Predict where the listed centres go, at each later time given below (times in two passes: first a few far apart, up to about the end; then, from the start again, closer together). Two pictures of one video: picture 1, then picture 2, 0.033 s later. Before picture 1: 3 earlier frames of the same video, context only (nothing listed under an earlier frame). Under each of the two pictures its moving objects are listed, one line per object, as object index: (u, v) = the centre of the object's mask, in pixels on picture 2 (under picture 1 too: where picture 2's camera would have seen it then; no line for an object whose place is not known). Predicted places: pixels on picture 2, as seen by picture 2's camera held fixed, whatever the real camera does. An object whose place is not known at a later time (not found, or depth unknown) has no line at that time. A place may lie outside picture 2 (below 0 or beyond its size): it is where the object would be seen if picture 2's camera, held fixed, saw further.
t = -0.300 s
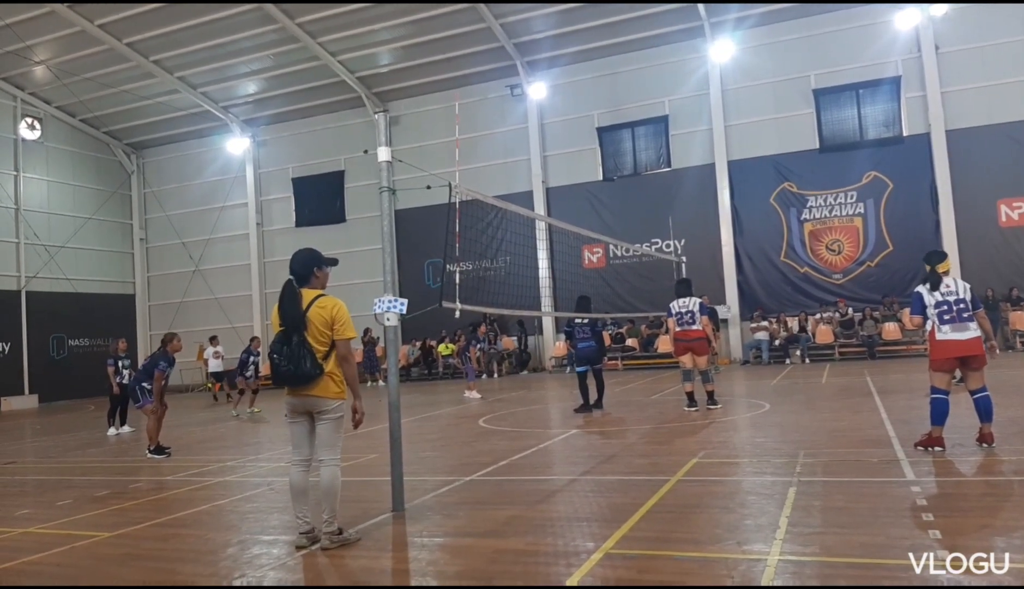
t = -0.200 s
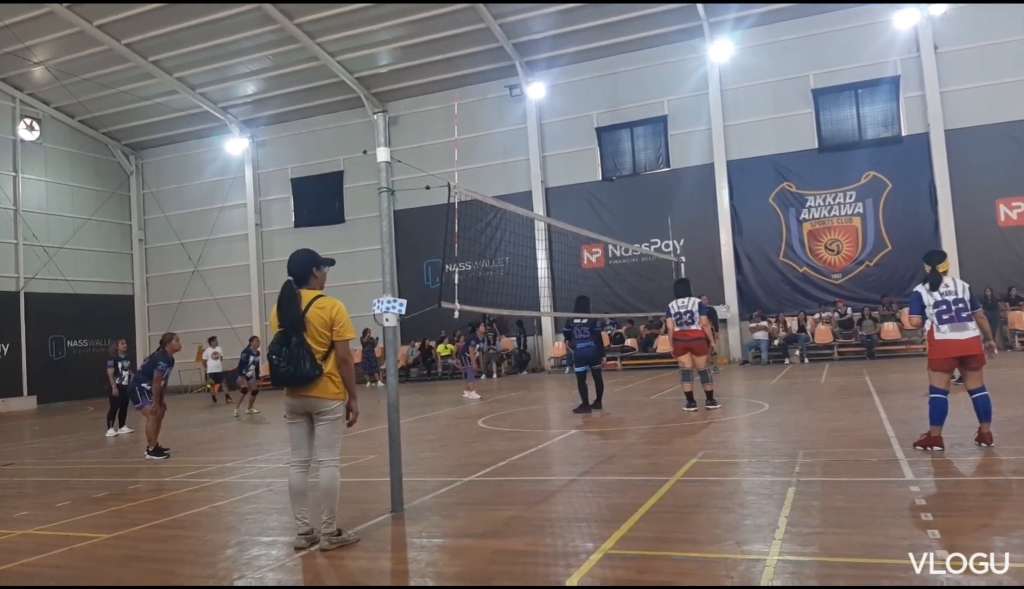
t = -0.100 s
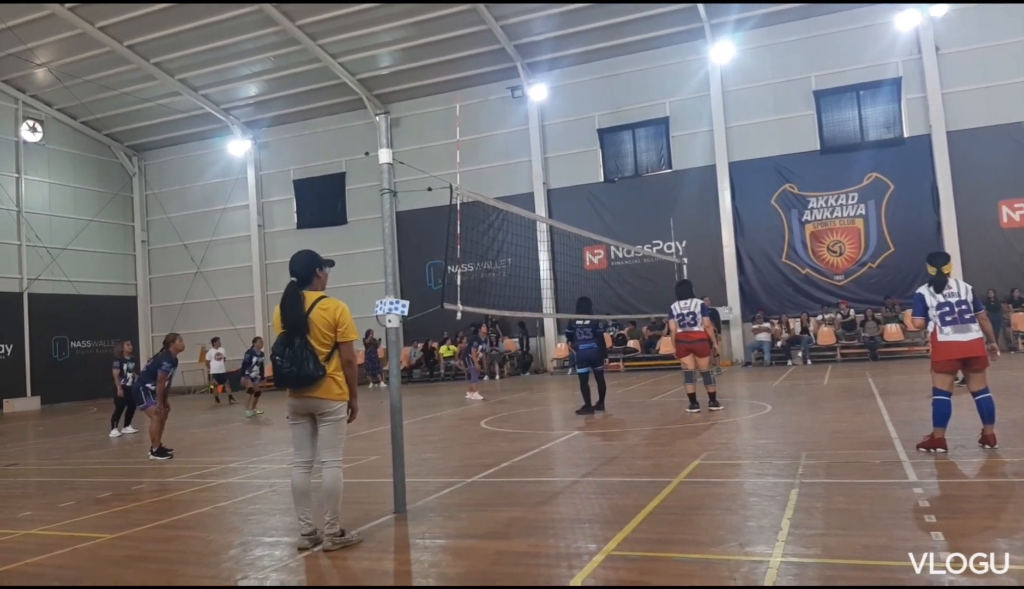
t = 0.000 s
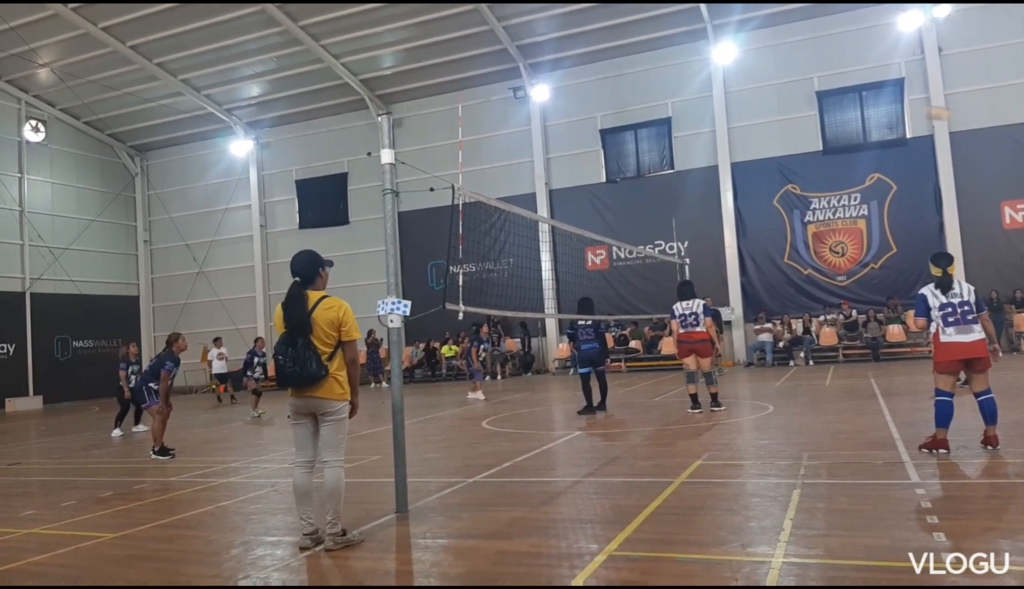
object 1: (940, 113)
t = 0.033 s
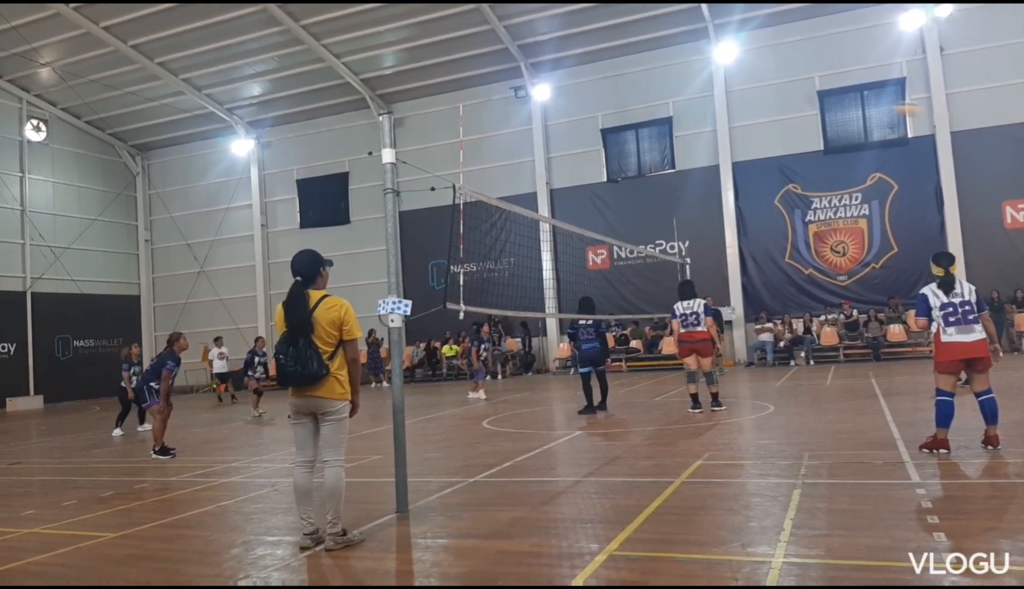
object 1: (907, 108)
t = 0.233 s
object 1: (728, 109)
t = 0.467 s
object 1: (558, 144)
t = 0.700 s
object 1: (417, 205)
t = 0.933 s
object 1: (295, 287)
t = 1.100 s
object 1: (222, 364)
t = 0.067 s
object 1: (876, 106)
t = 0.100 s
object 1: (844, 106)
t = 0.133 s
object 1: (816, 106)
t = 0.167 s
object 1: (785, 107)
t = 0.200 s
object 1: (756, 107)
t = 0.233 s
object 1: (728, 109)
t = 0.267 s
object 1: (700, 113)
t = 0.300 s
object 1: (675, 117)
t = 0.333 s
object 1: (652, 121)
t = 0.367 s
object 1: (628, 126)
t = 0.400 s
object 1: (605, 131)
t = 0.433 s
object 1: (582, 137)
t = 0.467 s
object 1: (558, 144)
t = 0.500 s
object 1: (536, 151)
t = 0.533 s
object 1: (515, 157)
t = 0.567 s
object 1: (494, 167)
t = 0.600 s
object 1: (473, 175)
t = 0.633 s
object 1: (452, 184)
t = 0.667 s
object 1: (435, 195)
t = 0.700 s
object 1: (417, 205)
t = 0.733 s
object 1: (403, 215)
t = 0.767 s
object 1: (380, 228)
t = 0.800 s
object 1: (364, 238)
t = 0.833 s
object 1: (347, 249)
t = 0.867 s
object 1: (331, 262)
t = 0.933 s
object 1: (295, 287)
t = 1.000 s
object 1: (265, 320)
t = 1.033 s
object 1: (252, 336)
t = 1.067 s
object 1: (236, 350)
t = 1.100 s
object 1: (222, 364)
